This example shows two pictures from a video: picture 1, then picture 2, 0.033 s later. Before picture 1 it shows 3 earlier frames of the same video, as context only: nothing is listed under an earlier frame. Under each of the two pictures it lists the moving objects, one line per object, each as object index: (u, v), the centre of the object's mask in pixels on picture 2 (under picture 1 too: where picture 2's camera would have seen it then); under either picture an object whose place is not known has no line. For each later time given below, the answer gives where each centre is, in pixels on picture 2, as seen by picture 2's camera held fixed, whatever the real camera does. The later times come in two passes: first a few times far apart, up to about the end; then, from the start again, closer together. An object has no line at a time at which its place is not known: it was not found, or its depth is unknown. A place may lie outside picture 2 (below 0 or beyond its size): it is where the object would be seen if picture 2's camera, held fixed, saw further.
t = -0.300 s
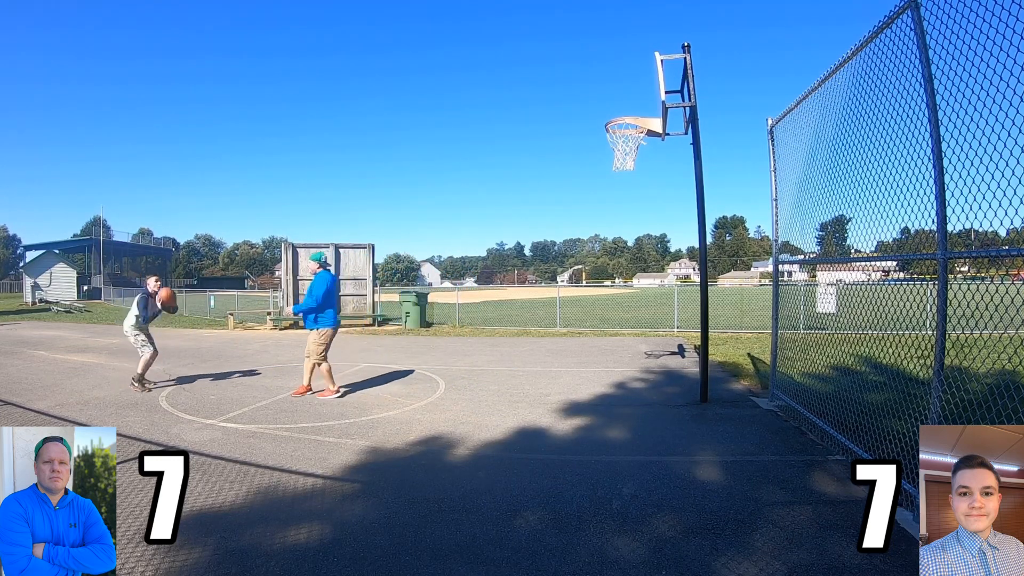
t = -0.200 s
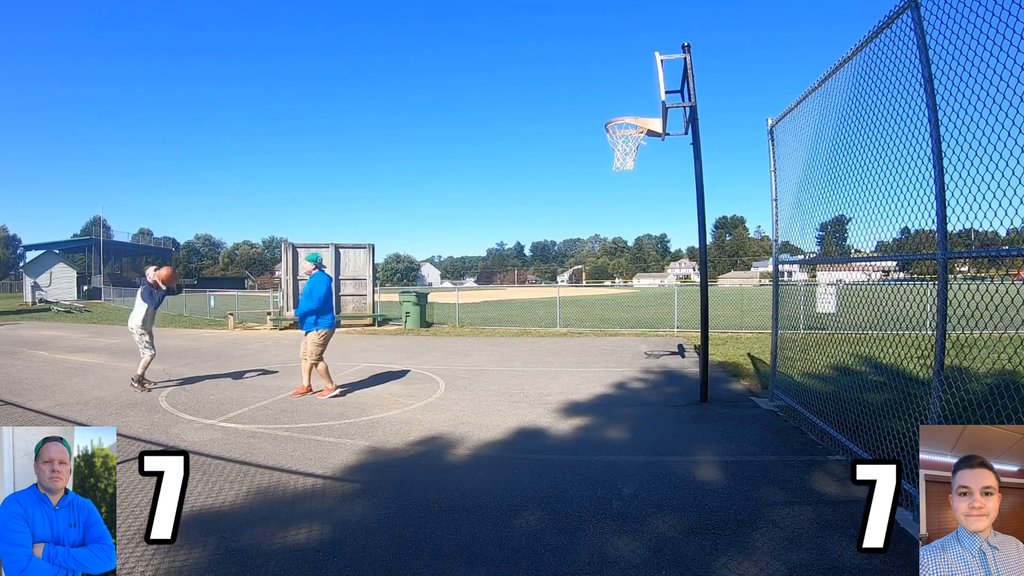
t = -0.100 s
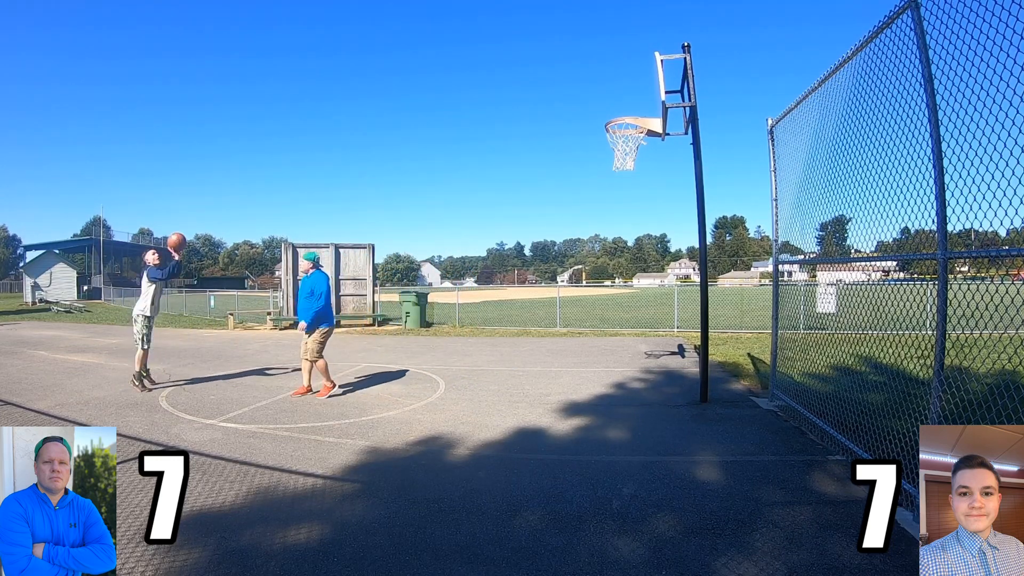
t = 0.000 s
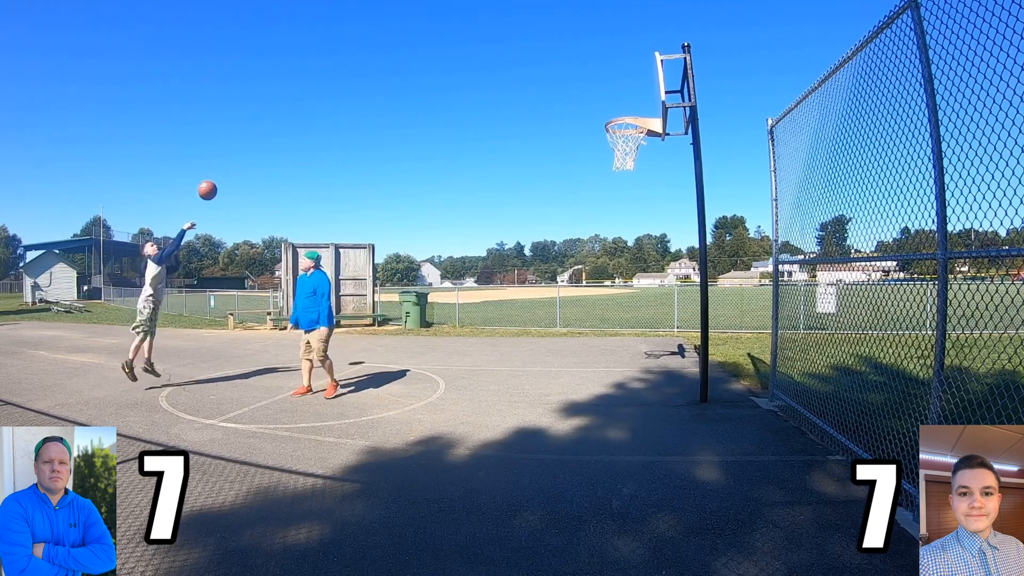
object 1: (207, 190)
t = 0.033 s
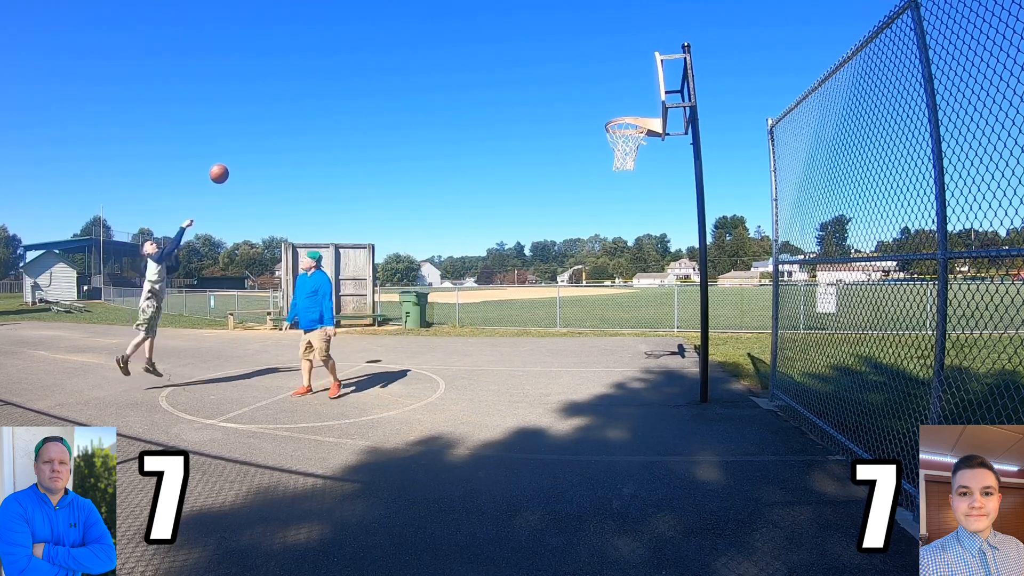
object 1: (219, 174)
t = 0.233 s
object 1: (293, 92)
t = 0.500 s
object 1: (397, 36)
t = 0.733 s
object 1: (490, 37)
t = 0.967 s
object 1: (584, 85)
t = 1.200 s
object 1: (650, 145)
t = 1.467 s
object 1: (655, 189)
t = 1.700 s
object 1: (659, 278)
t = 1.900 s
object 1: (660, 387)
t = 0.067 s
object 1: (231, 158)
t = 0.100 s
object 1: (243, 143)
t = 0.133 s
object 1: (255, 129)
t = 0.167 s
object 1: (267, 116)
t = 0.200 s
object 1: (280, 104)
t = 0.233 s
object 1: (293, 92)
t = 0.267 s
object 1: (306, 82)
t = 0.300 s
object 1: (318, 72)
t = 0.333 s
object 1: (331, 64)
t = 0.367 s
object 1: (345, 56)
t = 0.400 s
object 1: (358, 50)
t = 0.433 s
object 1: (371, 44)
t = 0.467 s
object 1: (384, 40)
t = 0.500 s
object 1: (397, 36)
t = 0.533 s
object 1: (410, 33)
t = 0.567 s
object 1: (423, 32)
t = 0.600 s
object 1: (437, 31)
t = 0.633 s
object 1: (450, 31)
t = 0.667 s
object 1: (463, 32)
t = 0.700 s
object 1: (477, 34)
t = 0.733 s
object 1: (490, 37)
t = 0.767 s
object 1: (503, 40)
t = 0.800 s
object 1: (517, 45)
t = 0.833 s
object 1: (530, 51)
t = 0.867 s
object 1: (544, 58)
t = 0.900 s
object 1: (557, 66)
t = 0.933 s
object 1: (571, 75)
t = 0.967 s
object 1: (584, 85)
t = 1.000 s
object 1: (598, 96)
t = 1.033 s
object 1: (612, 108)
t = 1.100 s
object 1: (638, 137)
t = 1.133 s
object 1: (646, 141)
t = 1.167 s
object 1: (649, 142)
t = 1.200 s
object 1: (650, 145)
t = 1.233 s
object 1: (650, 146)
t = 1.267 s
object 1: (651, 149)
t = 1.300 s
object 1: (651, 153)
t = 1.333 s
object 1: (652, 158)
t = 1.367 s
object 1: (652, 164)
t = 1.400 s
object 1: (653, 172)
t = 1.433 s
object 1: (654, 180)
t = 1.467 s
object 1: (655, 189)
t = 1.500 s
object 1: (656, 198)
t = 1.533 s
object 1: (656, 209)
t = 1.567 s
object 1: (657, 221)
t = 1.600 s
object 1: (658, 233)
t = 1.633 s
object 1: (658, 246)
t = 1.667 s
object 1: (658, 262)
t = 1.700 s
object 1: (659, 278)
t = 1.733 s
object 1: (660, 294)
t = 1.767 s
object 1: (660, 311)
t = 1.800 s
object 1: (660, 329)
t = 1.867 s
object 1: (661, 366)
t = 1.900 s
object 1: (660, 387)
